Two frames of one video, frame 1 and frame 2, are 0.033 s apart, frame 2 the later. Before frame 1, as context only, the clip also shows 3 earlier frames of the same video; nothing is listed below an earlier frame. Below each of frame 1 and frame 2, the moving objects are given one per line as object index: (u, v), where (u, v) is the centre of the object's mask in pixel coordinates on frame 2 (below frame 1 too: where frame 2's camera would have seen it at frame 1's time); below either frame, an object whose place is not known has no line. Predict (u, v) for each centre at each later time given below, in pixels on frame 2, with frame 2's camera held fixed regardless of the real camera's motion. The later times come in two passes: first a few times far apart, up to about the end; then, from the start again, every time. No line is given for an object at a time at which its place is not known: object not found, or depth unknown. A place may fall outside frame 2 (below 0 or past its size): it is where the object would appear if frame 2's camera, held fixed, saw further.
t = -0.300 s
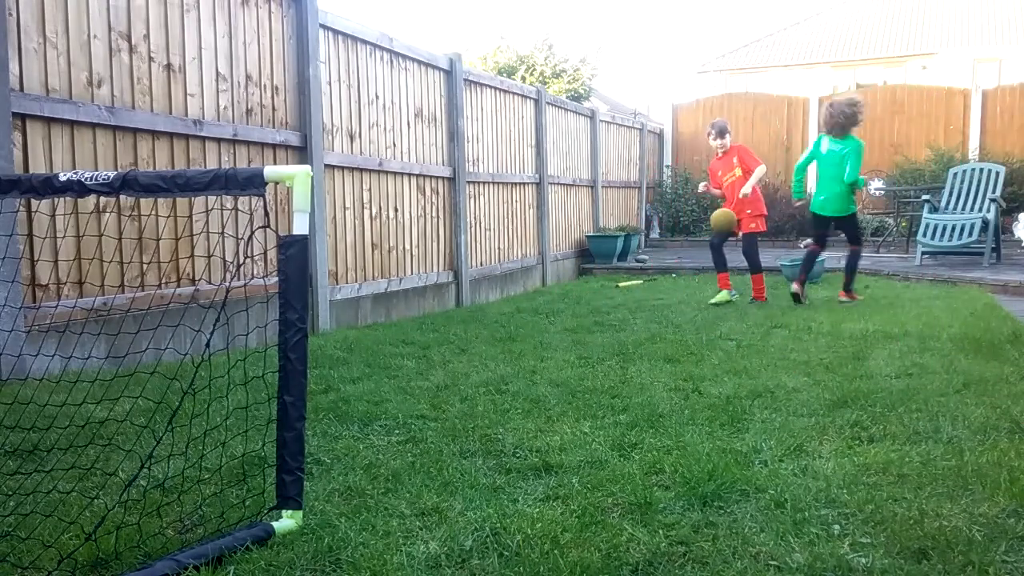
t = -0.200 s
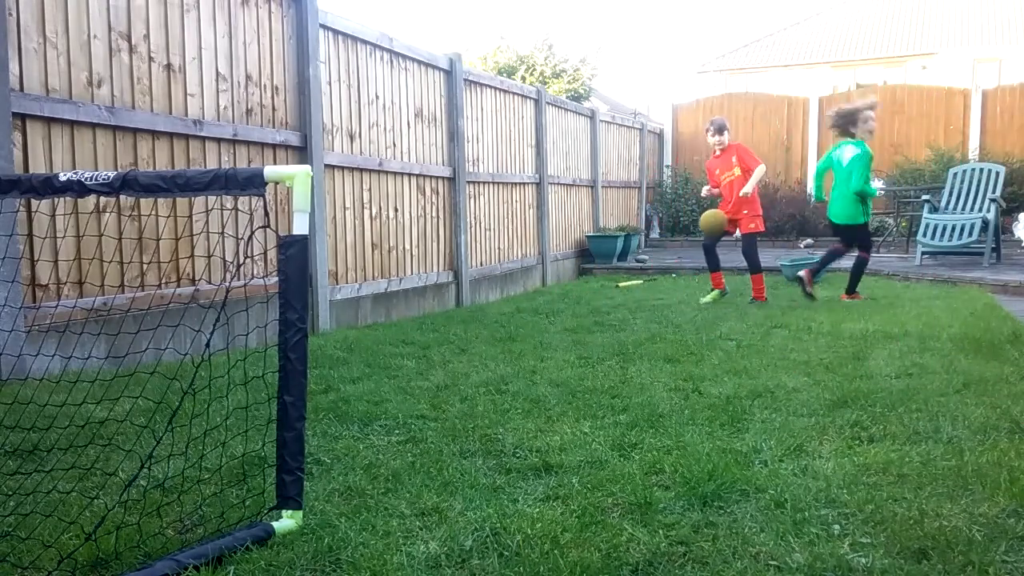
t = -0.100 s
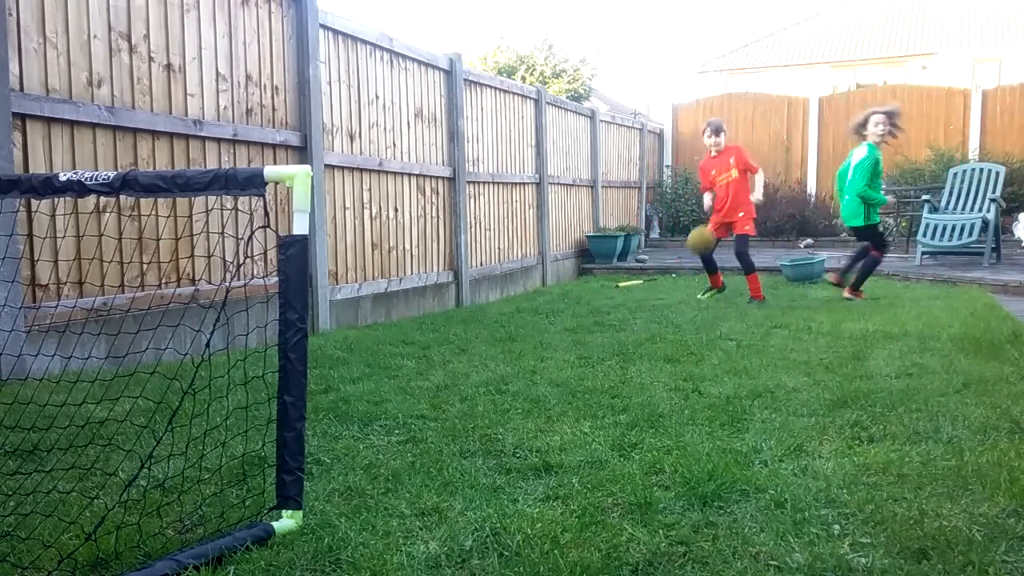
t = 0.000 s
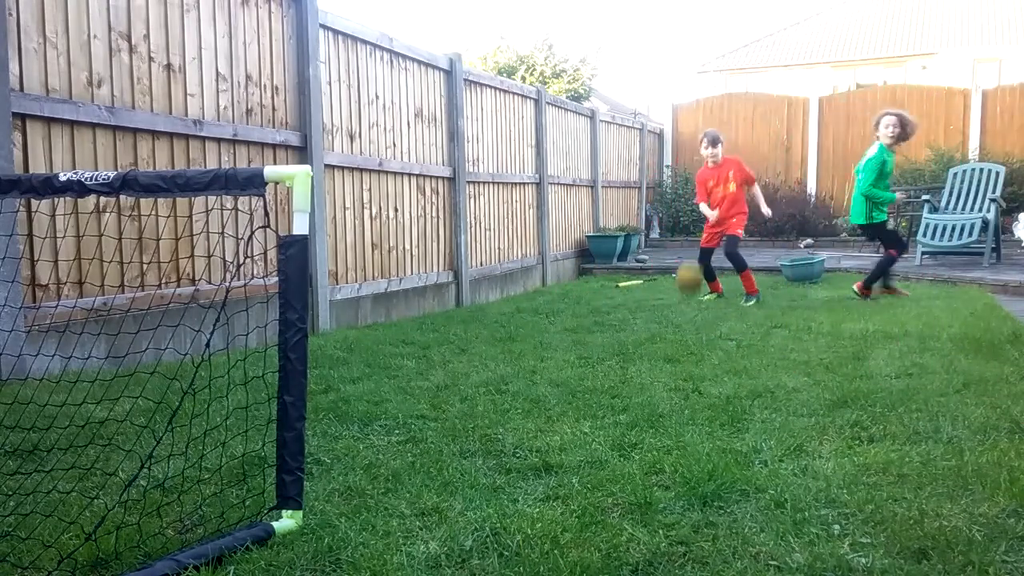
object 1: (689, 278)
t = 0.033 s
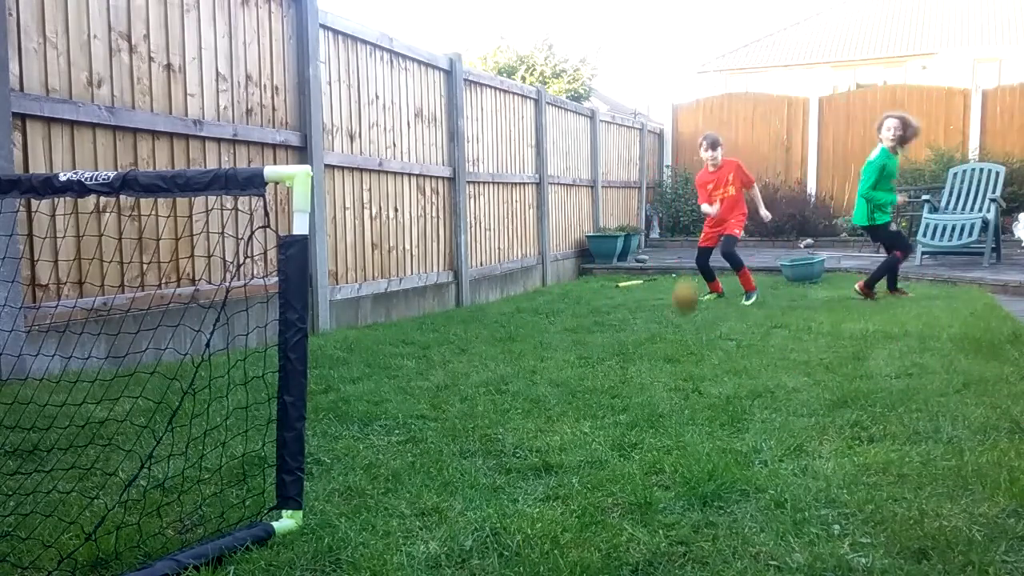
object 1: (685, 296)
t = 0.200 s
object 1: (662, 300)
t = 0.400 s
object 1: (629, 306)
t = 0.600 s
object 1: (586, 330)
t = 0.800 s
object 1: (531, 358)
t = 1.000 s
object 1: (481, 366)
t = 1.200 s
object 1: (428, 379)
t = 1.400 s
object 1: (376, 385)
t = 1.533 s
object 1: (343, 387)
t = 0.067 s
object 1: (679, 317)
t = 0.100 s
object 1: (676, 324)
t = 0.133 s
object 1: (672, 315)
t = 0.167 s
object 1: (667, 308)
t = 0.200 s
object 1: (662, 300)
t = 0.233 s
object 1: (657, 295)
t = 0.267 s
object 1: (652, 293)
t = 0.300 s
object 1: (646, 293)
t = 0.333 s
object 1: (642, 296)
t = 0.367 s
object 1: (636, 299)
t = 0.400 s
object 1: (629, 306)
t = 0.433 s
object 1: (623, 314)
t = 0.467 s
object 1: (617, 327)
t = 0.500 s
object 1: (611, 343)
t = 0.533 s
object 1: (604, 342)
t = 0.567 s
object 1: (595, 335)
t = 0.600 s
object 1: (586, 330)
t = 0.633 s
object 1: (578, 328)
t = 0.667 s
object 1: (569, 328)
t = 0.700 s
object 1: (559, 332)
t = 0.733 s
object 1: (550, 339)
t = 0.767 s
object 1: (541, 348)
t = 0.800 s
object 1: (531, 358)
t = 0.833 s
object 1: (522, 356)
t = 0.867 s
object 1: (514, 353)
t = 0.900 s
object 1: (505, 351)
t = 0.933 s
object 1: (497, 354)
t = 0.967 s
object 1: (489, 358)
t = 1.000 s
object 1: (481, 366)
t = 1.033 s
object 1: (471, 371)
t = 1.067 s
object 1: (463, 369)
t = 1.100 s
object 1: (455, 367)
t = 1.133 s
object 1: (446, 368)
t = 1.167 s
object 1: (438, 373)
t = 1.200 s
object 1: (428, 379)
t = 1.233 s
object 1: (419, 380)
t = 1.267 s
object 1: (409, 379)
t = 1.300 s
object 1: (401, 380)
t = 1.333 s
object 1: (393, 382)
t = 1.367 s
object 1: (384, 384)
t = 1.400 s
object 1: (376, 385)
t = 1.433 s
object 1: (367, 385)
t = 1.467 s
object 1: (359, 386)
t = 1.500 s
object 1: (351, 386)
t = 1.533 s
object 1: (343, 387)
